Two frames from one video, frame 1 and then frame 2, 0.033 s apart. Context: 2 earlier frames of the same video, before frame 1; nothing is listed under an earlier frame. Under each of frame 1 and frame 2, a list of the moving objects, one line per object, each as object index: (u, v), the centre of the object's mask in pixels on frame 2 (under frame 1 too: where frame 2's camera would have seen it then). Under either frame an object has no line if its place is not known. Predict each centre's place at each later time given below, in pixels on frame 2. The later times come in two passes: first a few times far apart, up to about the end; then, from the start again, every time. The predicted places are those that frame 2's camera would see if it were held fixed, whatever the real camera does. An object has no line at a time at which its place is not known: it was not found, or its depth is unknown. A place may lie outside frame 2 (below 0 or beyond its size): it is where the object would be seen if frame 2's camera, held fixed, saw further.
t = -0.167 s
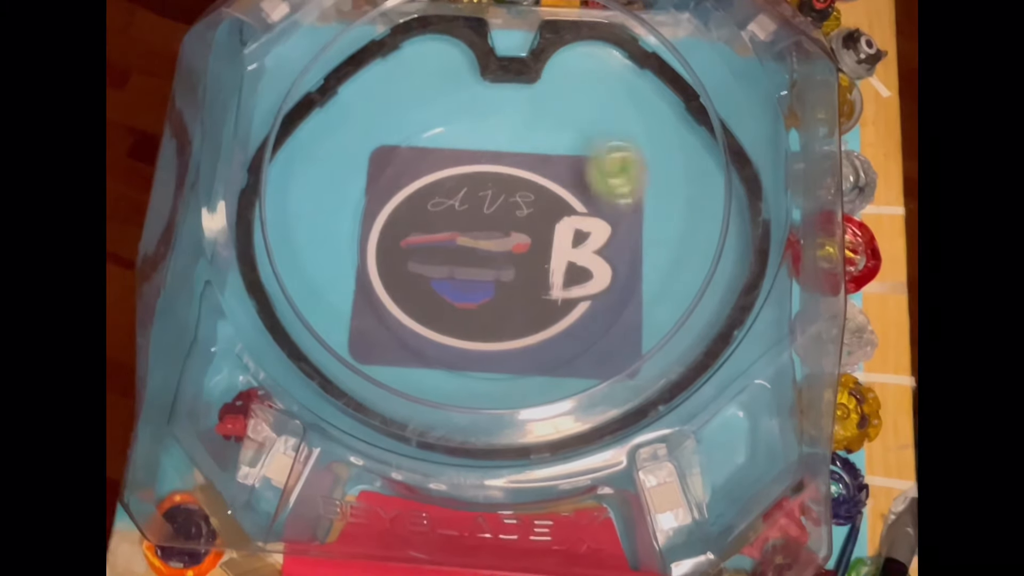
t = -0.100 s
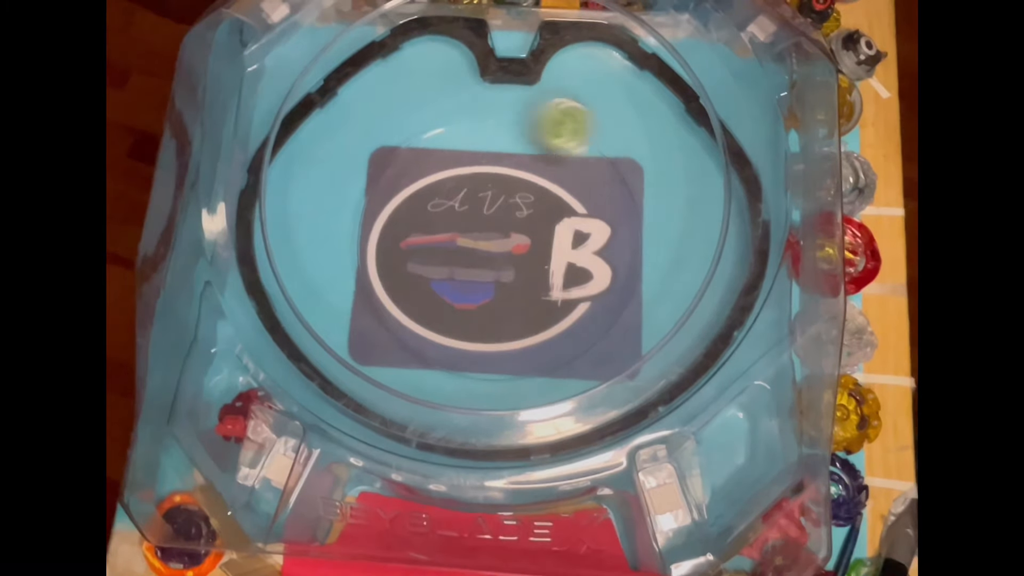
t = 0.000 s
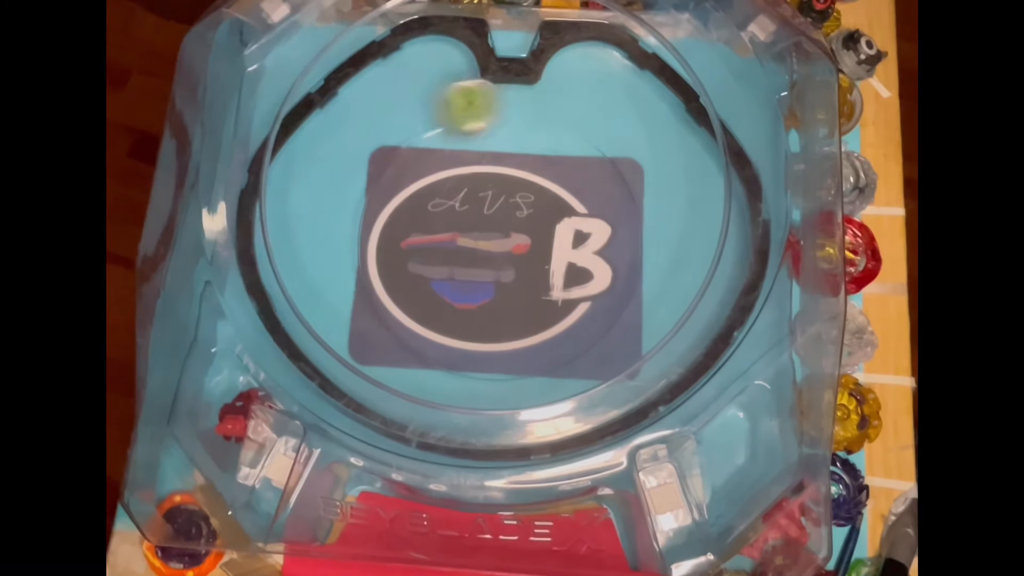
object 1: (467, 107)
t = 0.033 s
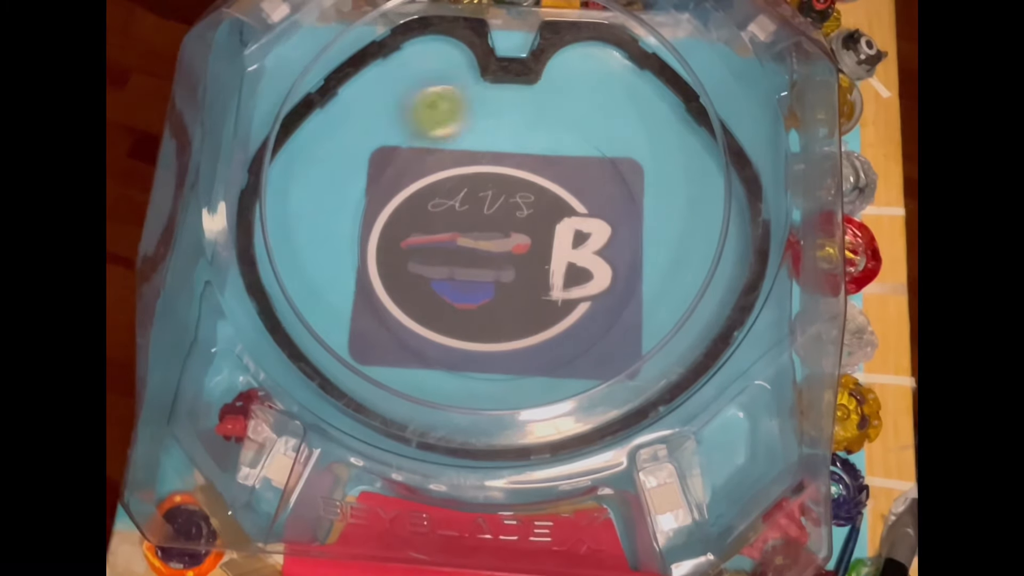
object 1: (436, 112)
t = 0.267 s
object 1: (315, 268)
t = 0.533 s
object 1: (661, 370)
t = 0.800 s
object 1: (560, 49)
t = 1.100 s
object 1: (476, 382)
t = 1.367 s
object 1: (572, 388)
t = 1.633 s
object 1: (641, 279)
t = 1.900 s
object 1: (477, 141)
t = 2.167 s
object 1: (375, 286)
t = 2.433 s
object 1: (587, 321)
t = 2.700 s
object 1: (563, 118)
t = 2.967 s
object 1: (378, 115)
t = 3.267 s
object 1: (410, 287)
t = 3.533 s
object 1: (629, 273)
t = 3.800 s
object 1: (555, 126)
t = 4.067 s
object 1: (435, 249)
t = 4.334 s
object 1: (567, 340)
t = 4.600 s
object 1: (587, 192)
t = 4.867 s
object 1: (409, 221)
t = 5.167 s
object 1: (498, 354)
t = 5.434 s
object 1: (587, 199)
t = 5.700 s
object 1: (443, 116)
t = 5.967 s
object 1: (413, 276)
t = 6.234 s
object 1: (598, 308)
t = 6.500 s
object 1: (594, 171)
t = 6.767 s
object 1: (450, 223)
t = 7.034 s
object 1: (504, 353)
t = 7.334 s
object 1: (588, 229)
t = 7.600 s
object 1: (444, 157)
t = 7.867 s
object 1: (395, 275)
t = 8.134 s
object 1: (562, 292)
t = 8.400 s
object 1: (607, 158)
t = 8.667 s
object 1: (465, 174)
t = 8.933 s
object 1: (457, 320)
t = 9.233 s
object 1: (595, 297)
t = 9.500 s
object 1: (524, 170)
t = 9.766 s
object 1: (391, 197)
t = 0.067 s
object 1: (409, 123)
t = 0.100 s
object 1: (386, 138)
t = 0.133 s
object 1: (366, 157)
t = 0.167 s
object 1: (348, 179)
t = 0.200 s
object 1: (333, 206)
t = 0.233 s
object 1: (322, 233)
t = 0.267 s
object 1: (315, 268)
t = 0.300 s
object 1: (314, 297)
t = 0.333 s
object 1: (314, 339)
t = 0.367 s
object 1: (334, 367)
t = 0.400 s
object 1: (403, 390)
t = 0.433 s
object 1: (467, 414)
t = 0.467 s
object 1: (532, 400)
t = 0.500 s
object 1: (604, 385)
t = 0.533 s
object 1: (661, 370)
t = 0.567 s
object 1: (707, 324)
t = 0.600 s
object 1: (741, 260)
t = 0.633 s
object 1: (741, 202)
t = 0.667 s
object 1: (720, 151)
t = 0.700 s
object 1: (680, 105)
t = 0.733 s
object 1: (645, 65)
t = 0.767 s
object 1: (602, 36)
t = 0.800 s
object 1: (560, 49)
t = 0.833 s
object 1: (544, 97)
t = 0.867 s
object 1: (535, 150)
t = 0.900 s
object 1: (524, 202)
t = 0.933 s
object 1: (513, 245)
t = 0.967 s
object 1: (501, 289)
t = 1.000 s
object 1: (491, 325)
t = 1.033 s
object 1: (482, 358)
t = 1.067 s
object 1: (478, 376)
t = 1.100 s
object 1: (476, 382)
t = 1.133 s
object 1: (479, 386)
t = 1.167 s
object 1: (484, 389)
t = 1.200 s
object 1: (492, 392)
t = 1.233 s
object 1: (503, 394)
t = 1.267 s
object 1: (516, 396)
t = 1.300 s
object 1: (534, 395)
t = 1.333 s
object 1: (552, 393)
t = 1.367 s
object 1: (572, 388)
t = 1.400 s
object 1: (601, 391)
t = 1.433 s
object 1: (614, 385)
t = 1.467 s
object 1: (627, 373)
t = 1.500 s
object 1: (637, 357)
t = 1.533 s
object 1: (639, 336)
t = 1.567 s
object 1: (645, 320)
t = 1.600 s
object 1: (646, 300)
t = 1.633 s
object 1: (641, 279)
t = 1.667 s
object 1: (634, 258)
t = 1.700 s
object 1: (624, 237)
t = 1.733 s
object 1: (611, 213)
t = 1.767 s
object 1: (591, 190)
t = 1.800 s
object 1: (565, 169)
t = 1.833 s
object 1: (537, 155)
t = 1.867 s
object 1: (508, 146)
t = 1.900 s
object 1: (477, 141)
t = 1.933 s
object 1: (450, 141)
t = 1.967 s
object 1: (421, 148)
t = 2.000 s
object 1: (395, 160)
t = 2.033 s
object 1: (375, 175)
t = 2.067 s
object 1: (369, 202)
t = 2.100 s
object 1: (369, 230)
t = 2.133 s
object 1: (368, 259)
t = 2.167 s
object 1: (375, 286)
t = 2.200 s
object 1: (394, 311)
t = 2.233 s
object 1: (418, 333)
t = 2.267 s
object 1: (446, 348)
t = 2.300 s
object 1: (477, 356)
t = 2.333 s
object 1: (507, 357)
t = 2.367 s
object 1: (537, 351)
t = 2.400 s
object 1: (562, 341)
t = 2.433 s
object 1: (587, 321)
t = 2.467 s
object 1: (605, 298)
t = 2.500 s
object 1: (618, 272)
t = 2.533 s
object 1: (624, 242)
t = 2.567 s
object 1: (625, 212)
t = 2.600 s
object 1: (619, 184)
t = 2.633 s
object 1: (609, 157)
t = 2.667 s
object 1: (591, 132)
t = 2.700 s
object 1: (563, 118)
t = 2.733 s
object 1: (538, 104)
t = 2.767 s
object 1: (513, 93)
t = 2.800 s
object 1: (487, 87)
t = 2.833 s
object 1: (458, 86)
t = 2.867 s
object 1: (431, 88)
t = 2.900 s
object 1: (409, 94)
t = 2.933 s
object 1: (390, 103)
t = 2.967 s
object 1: (378, 115)
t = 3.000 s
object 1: (366, 132)
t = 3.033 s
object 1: (360, 147)
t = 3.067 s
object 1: (356, 164)
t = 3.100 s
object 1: (355, 180)
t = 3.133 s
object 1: (357, 197)
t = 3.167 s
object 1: (363, 218)
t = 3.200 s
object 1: (373, 241)
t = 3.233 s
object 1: (390, 266)
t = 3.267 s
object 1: (410, 287)
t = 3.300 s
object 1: (436, 306)
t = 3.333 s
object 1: (465, 316)
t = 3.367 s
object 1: (495, 323)
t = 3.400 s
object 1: (526, 323)
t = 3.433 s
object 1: (557, 318)
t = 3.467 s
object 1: (585, 308)
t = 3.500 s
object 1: (610, 294)
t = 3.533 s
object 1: (629, 273)
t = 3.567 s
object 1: (631, 251)
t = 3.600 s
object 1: (630, 228)
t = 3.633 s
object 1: (628, 205)
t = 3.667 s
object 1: (623, 183)
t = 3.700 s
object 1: (611, 166)
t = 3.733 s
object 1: (597, 148)
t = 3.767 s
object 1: (576, 134)
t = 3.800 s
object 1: (555, 126)
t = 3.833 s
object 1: (532, 126)
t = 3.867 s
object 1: (509, 131)
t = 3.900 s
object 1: (488, 142)
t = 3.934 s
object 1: (470, 157)
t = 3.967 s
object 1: (453, 180)
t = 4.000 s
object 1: (441, 202)
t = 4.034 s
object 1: (435, 226)
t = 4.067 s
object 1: (435, 249)
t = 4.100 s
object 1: (440, 276)
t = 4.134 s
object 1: (448, 299)
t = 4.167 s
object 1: (462, 319)
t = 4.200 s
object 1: (480, 338)
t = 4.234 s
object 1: (503, 351)
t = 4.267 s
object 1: (526, 360)
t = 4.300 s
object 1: (547, 351)
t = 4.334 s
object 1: (567, 340)
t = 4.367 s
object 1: (587, 327)
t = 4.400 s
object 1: (603, 310)
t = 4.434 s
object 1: (615, 290)
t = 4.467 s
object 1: (622, 269)
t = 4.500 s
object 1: (623, 246)
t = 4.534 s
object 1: (616, 226)
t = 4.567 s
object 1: (604, 207)
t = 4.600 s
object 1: (587, 192)
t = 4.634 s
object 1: (566, 183)
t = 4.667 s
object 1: (542, 175)
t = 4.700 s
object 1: (517, 172)
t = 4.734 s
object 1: (491, 175)
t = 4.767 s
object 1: (467, 181)
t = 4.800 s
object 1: (444, 191)
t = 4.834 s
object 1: (425, 204)
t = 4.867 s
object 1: (409, 221)
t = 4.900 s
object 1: (396, 241)
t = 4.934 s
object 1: (390, 261)
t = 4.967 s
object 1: (388, 283)
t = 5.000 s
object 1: (392, 305)
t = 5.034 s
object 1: (402, 325)
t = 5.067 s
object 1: (423, 339)
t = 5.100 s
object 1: (446, 348)
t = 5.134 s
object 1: (471, 354)
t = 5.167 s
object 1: (498, 354)
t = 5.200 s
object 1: (523, 347)
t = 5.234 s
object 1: (546, 334)
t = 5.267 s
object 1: (565, 316)
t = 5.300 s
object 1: (579, 296)
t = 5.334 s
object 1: (586, 273)
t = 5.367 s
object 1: (592, 246)
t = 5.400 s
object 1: (593, 222)
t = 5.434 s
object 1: (587, 199)
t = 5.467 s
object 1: (579, 180)
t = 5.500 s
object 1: (564, 158)
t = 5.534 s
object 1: (549, 143)
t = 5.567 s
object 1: (529, 129)
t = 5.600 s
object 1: (509, 119)
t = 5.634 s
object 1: (487, 113)
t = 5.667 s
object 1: (464, 112)
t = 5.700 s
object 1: (443, 116)
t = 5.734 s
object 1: (425, 125)
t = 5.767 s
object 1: (409, 141)
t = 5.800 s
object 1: (396, 161)
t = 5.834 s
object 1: (389, 182)
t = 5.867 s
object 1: (386, 207)
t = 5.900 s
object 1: (389, 232)
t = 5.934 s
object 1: (398, 255)
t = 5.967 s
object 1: (413, 276)
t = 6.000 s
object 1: (431, 295)
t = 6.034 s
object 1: (452, 309)
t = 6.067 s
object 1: (476, 319)
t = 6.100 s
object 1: (501, 325)
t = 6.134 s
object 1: (526, 327)
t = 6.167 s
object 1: (551, 324)
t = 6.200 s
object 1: (576, 320)
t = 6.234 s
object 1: (598, 308)
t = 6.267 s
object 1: (619, 294)
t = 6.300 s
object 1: (623, 275)
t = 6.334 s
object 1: (621, 256)
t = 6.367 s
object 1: (620, 236)
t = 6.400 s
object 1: (617, 218)
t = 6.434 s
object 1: (614, 199)
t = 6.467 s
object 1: (606, 184)
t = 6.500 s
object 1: (594, 171)
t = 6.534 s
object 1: (576, 161)
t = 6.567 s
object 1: (556, 157)
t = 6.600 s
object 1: (534, 158)
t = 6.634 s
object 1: (512, 164)
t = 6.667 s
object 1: (492, 175)
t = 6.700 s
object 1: (476, 187)
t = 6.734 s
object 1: (461, 204)
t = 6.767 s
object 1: (450, 223)
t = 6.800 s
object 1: (442, 244)
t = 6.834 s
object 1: (440, 263)
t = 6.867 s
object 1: (441, 284)
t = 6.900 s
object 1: (446, 302)
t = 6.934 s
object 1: (455, 320)
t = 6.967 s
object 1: (469, 336)
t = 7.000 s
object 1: (485, 346)
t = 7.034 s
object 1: (504, 353)
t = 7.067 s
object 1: (524, 356)
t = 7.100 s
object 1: (545, 353)
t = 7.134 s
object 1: (563, 344)
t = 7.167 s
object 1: (579, 329)
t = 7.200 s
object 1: (590, 312)
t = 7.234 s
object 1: (597, 292)
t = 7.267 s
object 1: (598, 270)
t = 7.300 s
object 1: (594, 247)
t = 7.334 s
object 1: (588, 229)
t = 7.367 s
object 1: (576, 209)
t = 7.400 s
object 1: (562, 193)
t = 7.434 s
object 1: (546, 180)
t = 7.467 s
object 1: (527, 171)
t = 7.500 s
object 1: (506, 162)
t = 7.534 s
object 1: (486, 156)
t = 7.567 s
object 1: (465, 155)
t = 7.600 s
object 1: (444, 157)
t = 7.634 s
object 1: (426, 161)
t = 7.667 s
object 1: (407, 172)
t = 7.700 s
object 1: (394, 185)
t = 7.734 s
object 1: (384, 200)
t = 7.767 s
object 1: (378, 218)
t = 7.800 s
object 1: (377, 238)
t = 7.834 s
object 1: (384, 257)
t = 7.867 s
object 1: (395, 275)
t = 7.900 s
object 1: (411, 290)
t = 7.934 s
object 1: (430, 301)
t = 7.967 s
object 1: (452, 310)
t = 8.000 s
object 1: (476, 313)
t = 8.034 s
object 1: (500, 313)
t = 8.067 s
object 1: (522, 309)
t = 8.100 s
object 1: (543, 301)
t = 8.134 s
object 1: (562, 292)
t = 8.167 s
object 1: (581, 278)
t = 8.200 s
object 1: (598, 261)
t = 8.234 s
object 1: (609, 244)
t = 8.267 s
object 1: (617, 226)
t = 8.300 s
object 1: (622, 205)
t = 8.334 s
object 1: (623, 189)
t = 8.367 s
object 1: (620, 171)
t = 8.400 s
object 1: (607, 158)
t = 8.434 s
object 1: (592, 146)
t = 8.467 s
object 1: (576, 137)
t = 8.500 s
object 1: (556, 132)
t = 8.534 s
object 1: (537, 131)
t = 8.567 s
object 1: (517, 136)
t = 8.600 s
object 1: (499, 144)
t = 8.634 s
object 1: (481, 158)
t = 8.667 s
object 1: (465, 174)
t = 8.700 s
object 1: (454, 190)
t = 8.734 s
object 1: (445, 208)
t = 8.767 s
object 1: (438, 226)
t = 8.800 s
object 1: (436, 249)
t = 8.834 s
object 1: (437, 270)
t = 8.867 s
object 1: (440, 287)
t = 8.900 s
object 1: (448, 307)
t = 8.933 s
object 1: (457, 320)
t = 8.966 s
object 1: (471, 336)
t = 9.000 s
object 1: (487, 347)
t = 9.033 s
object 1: (505, 353)
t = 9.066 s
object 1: (523, 357)
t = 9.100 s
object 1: (542, 354)
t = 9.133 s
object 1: (560, 345)
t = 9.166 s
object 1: (576, 331)
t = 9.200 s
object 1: (588, 315)
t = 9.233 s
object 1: (595, 297)
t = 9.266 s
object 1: (599, 279)
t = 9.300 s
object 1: (597, 258)
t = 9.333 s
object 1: (591, 239)
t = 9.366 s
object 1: (583, 222)
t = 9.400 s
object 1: (571, 205)
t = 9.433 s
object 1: (557, 191)
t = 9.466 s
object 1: (541, 180)
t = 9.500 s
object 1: (524, 170)
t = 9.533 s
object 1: (505, 163)
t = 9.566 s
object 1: (486, 159)
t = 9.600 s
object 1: (468, 156)
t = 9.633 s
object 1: (447, 158)
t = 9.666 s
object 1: (430, 163)
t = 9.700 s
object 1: (414, 172)
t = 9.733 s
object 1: (399, 183)
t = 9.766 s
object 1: (391, 197)
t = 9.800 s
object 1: (386, 215)
